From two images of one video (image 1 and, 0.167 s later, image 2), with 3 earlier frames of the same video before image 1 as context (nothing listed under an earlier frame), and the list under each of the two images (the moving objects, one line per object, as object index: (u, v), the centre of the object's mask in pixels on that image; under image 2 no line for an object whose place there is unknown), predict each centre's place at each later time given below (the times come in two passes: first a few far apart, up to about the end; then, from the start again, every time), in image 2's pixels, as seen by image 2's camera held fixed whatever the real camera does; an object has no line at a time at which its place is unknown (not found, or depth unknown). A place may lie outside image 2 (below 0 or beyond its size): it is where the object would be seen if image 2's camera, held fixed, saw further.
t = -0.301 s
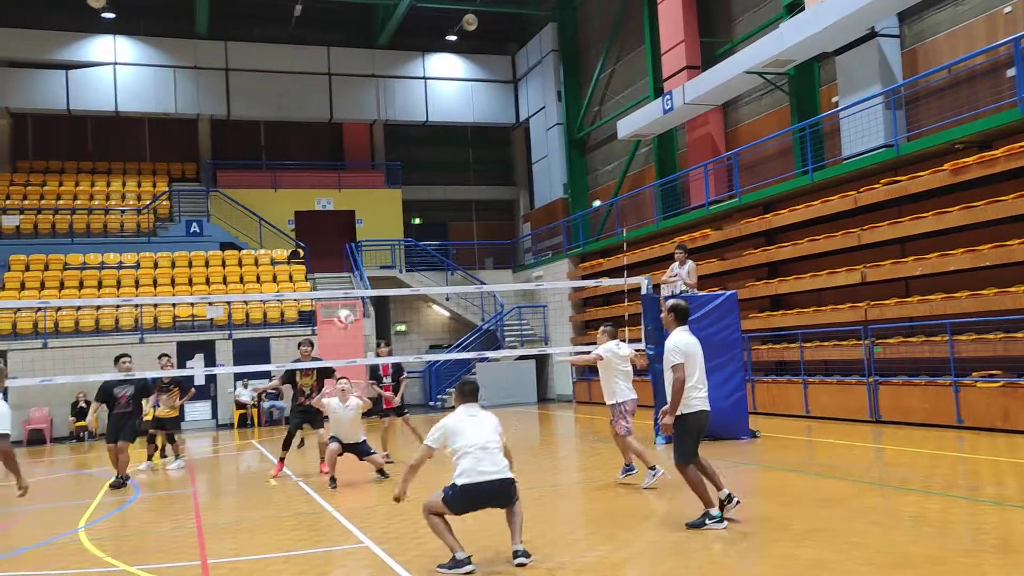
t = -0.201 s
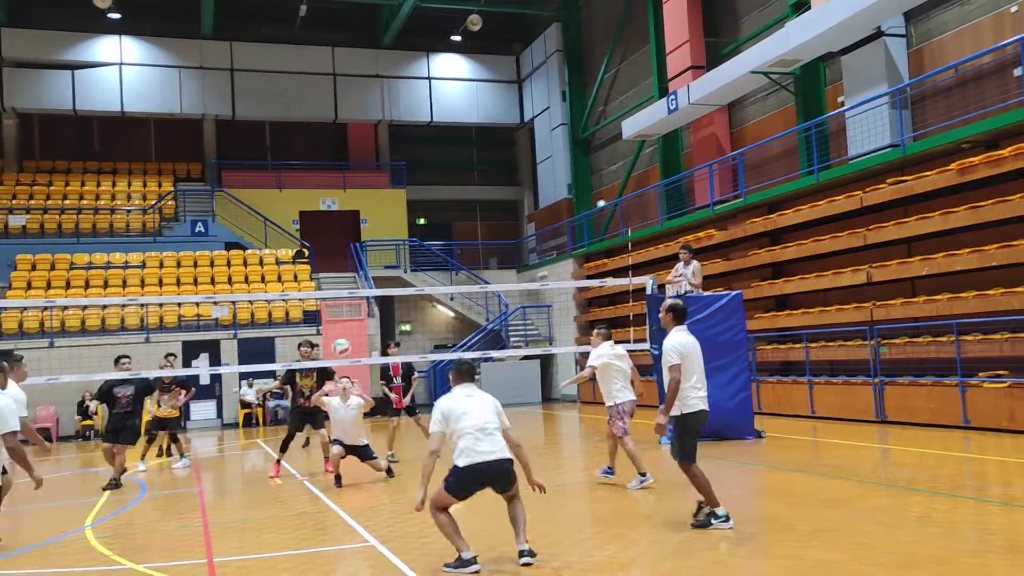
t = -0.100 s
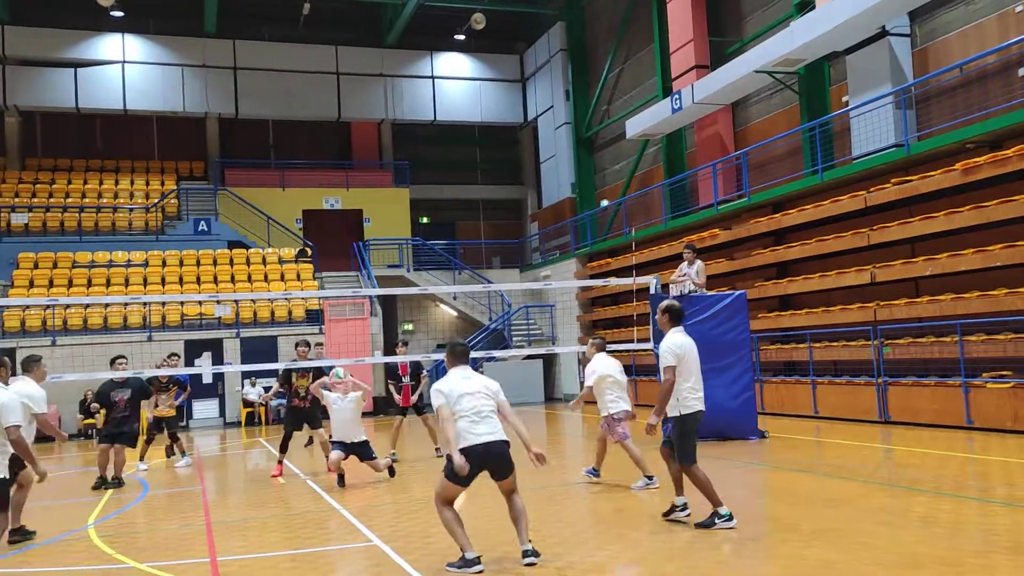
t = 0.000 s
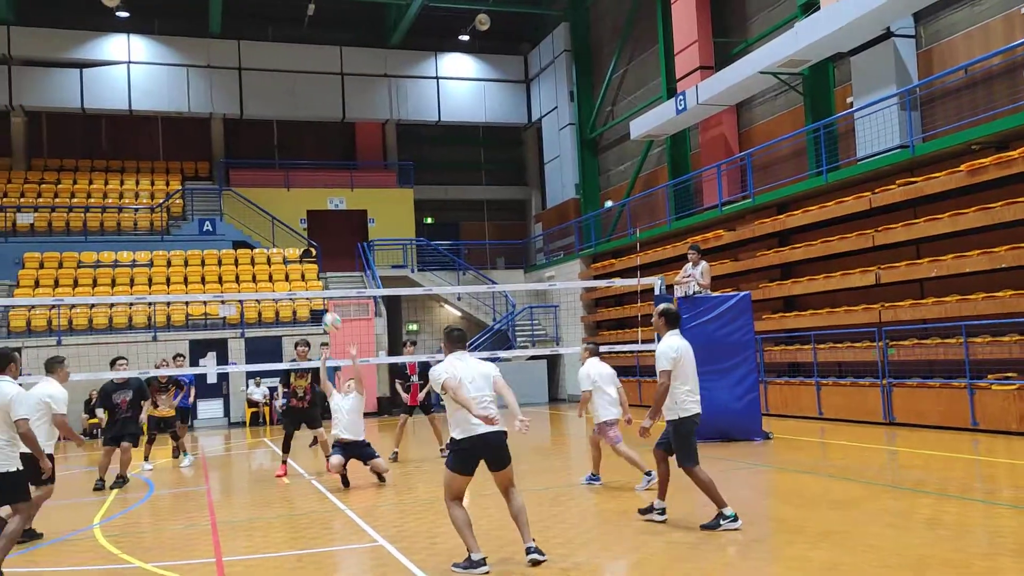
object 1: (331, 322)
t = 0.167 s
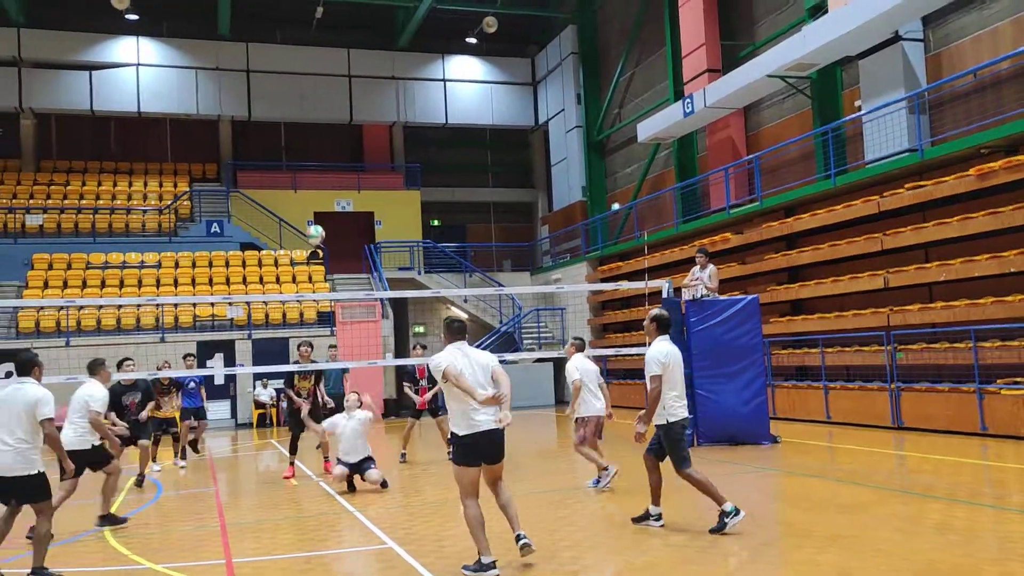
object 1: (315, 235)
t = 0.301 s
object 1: (298, 180)
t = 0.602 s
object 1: (262, 115)
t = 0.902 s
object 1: (225, 125)
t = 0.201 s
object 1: (312, 219)
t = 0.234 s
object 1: (307, 205)
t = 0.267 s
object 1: (303, 192)
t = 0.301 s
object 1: (298, 180)
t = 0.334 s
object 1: (294, 170)
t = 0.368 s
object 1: (290, 159)
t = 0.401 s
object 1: (286, 150)
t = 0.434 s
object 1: (282, 142)
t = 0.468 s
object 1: (278, 134)
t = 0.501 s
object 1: (274, 129)
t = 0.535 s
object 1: (270, 123)
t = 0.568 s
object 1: (266, 119)
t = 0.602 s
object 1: (262, 115)
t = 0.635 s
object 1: (257, 112)
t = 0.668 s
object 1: (254, 111)
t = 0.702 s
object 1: (249, 110)
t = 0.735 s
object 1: (246, 110)
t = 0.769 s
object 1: (242, 111)
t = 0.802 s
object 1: (237, 113)
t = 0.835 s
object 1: (233, 117)
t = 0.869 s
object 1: (229, 121)
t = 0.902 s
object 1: (225, 125)
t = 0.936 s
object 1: (221, 132)
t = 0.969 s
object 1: (217, 139)
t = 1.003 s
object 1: (213, 147)
